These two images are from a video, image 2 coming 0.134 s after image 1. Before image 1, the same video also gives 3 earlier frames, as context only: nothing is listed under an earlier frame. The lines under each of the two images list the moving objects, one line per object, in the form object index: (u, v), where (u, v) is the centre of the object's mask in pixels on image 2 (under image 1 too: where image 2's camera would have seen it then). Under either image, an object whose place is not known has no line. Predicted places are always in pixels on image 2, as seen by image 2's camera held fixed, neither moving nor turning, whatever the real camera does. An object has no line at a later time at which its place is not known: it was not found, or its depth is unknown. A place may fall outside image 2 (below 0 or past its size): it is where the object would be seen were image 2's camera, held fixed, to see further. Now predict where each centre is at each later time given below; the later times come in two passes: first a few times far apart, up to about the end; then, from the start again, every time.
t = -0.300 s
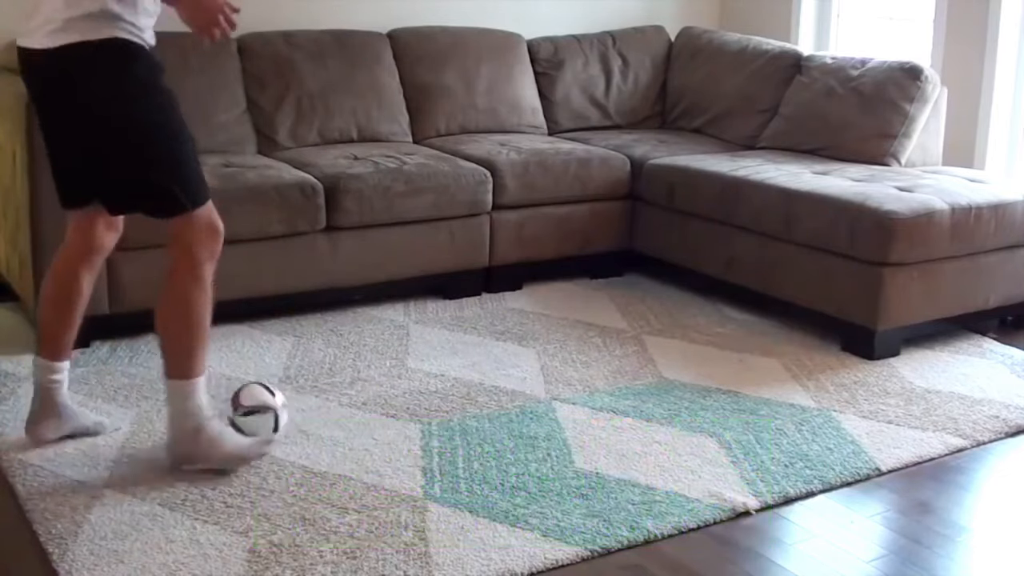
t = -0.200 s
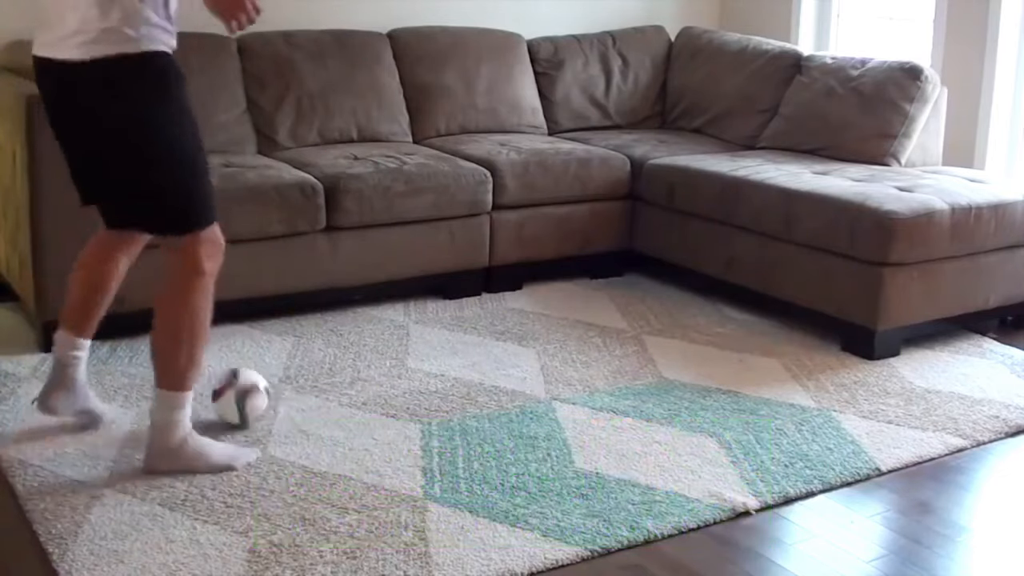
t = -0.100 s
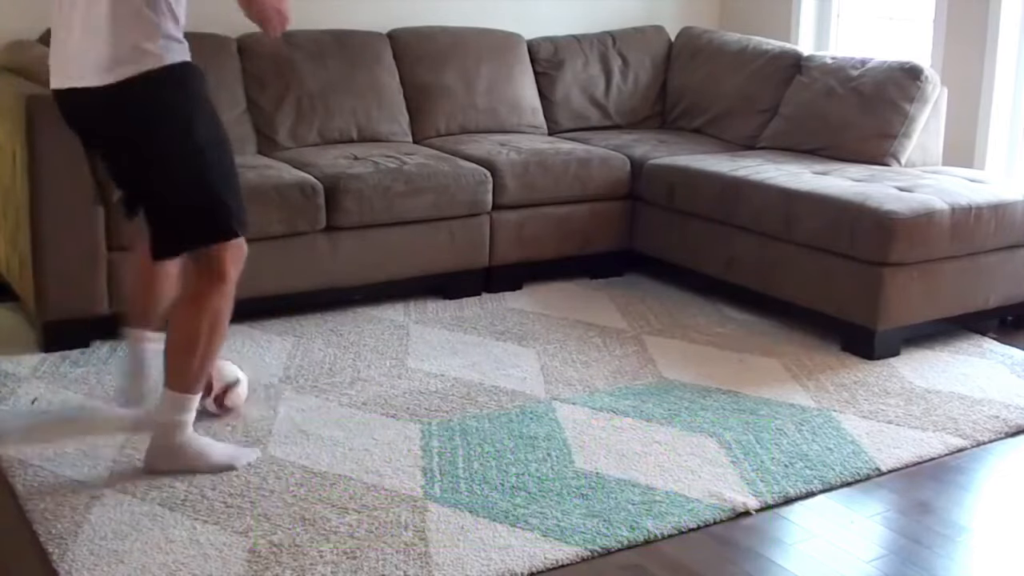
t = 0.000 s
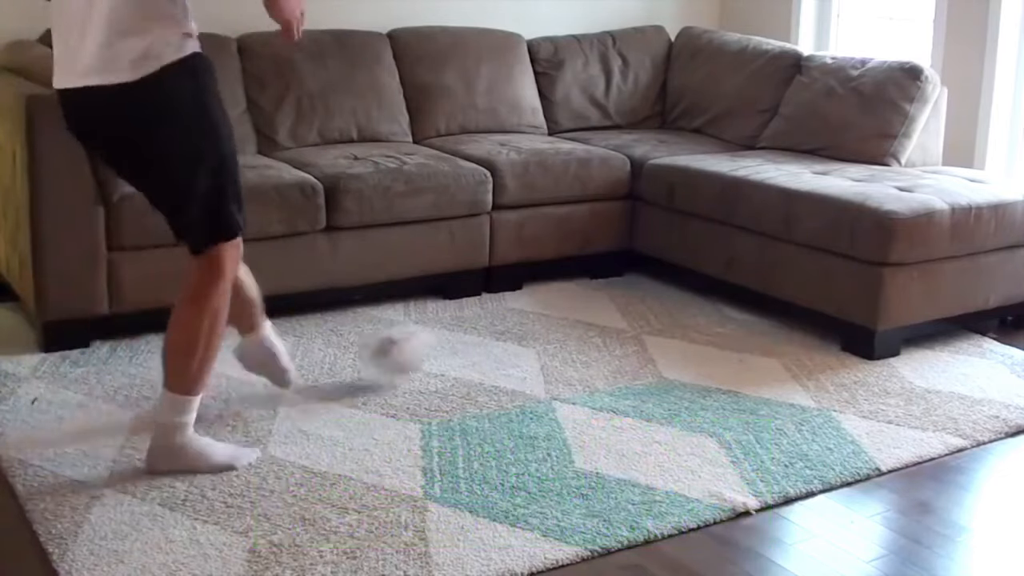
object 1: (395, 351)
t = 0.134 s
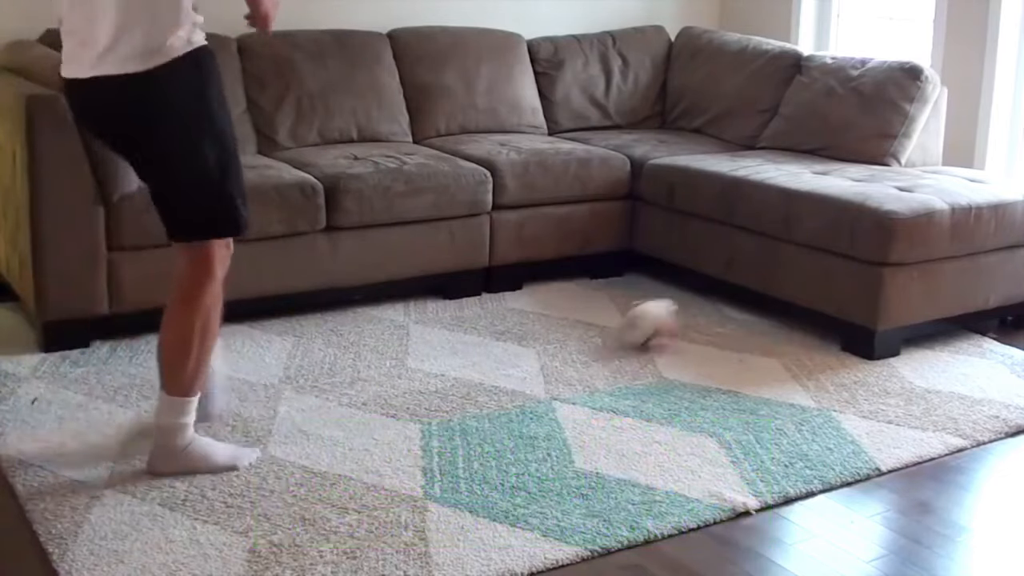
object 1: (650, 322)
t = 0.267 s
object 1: (723, 316)
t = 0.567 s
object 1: (509, 353)
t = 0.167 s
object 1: (701, 313)
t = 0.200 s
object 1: (746, 301)
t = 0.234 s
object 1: (753, 304)
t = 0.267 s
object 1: (723, 316)
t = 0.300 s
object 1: (698, 320)
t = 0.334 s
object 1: (677, 315)
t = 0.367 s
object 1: (652, 319)
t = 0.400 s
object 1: (627, 328)
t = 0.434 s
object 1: (602, 336)
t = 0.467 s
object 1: (576, 339)
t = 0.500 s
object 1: (555, 339)
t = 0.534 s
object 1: (533, 344)
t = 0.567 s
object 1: (509, 353)
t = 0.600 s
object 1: (487, 355)
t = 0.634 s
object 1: (465, 357)
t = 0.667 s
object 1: (445, 363)
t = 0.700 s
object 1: (425, 369)
